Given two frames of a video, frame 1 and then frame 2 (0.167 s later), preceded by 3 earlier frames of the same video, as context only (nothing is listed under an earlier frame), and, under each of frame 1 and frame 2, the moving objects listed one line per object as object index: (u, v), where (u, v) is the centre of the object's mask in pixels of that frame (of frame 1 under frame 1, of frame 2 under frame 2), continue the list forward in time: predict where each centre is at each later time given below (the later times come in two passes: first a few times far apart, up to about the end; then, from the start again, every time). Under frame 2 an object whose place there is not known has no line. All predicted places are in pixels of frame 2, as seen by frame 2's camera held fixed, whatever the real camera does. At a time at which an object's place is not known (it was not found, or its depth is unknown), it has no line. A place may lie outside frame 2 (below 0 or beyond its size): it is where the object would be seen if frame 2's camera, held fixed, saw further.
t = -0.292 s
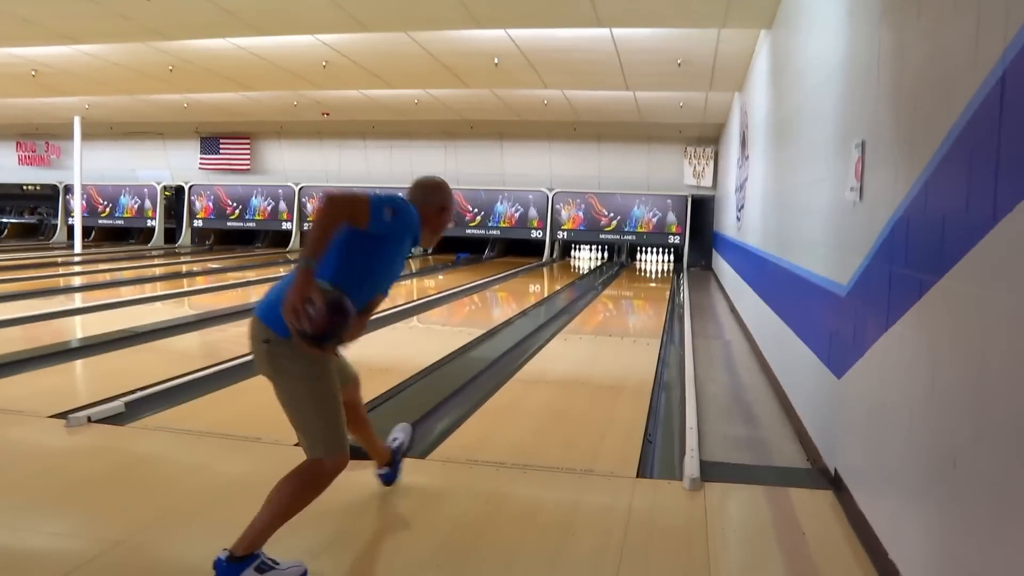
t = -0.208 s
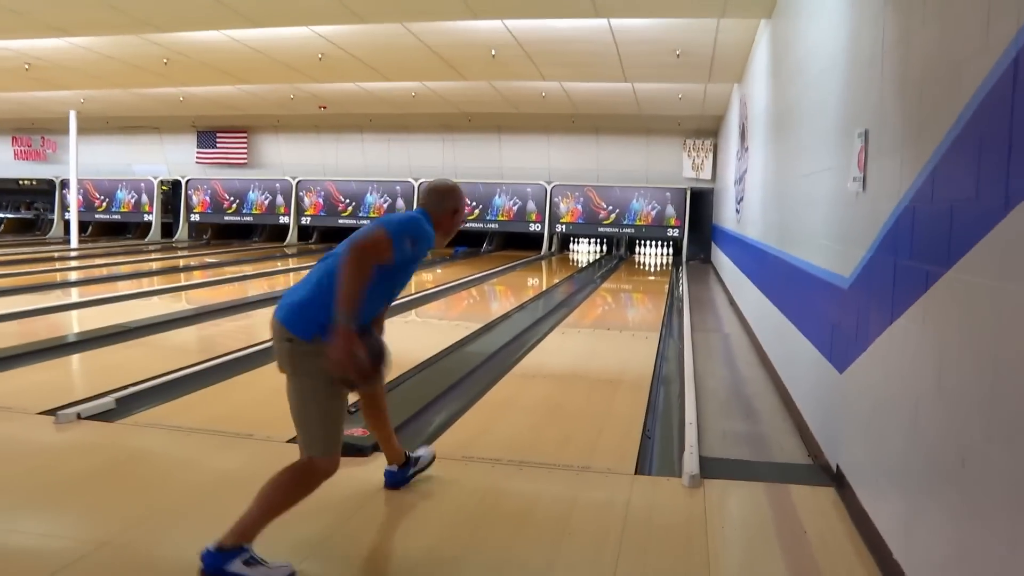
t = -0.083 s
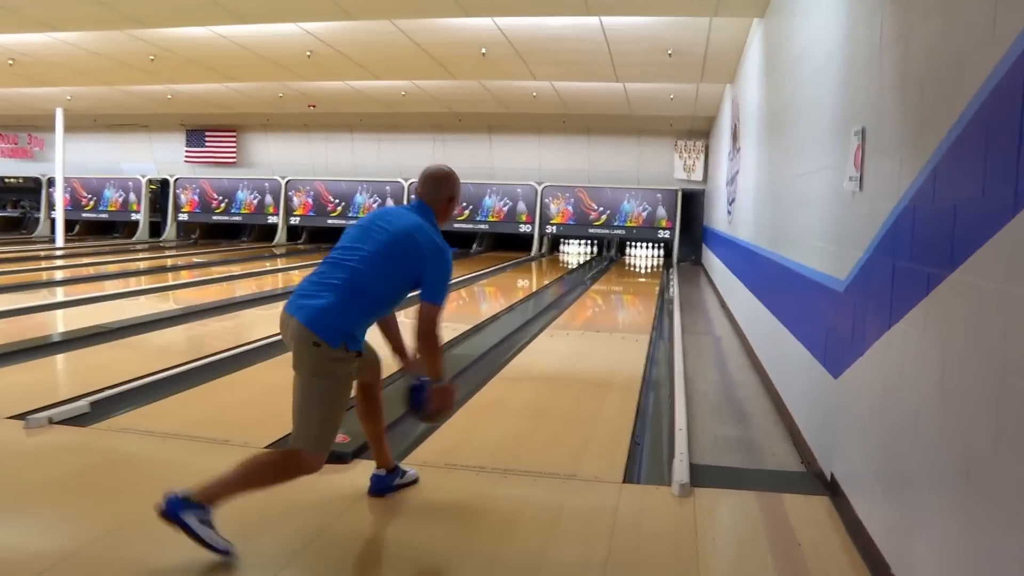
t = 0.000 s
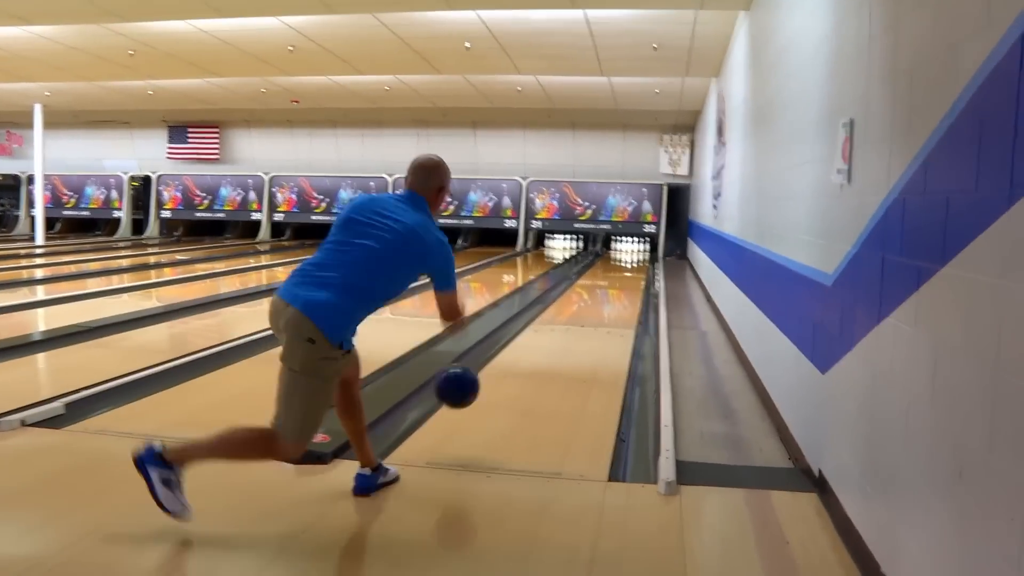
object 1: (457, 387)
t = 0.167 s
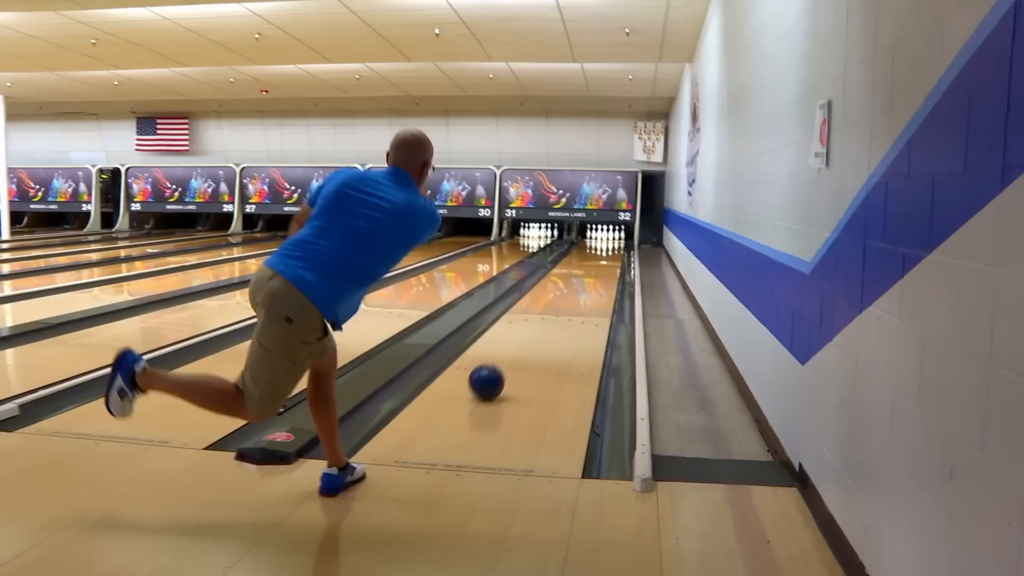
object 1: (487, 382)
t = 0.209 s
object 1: (497, 371)
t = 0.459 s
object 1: (546, 328)
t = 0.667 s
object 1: (572, 306)
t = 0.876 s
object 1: (591, 290)
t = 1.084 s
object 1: (603, 278)
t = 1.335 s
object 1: (612, 267)
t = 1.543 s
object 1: (616, 260)
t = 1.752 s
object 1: (619, 254)
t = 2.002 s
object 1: (621, 249)
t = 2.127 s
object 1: (621, 247)
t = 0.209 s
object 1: (497, 371)
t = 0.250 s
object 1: (508, 363)
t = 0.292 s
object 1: (517, 354)
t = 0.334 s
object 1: (525, 347)
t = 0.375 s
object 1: (533, 340)
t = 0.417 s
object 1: (540, 334)
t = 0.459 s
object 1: (546, 328)
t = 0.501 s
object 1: (552, 324)
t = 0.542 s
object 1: (558, 319)
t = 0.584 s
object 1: (563, 314)
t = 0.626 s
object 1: (568, 310)
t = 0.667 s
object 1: (572, 306)
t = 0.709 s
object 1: (577, 302)
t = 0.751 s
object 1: (580, 299)
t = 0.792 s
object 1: (584, 295)
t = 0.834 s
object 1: (588, 292)
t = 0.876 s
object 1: (591, 290)
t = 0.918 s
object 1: (594, 287)
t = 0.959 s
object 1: (597, 285)
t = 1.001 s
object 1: (599, 282)
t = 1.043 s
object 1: (601, 280)
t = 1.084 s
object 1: (603, 278)
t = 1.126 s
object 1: (605, 276)
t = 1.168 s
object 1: (607, 274)
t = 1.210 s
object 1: (609, 272)
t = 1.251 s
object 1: (610, 270)
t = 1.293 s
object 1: (611, 268)
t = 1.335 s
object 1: (612, 267)
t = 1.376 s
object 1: (613, 265)
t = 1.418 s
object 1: (614, 264)
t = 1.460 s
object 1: (615, 262)
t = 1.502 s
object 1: (615, 261)
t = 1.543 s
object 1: (616, 260)
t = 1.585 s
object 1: (616, 259)
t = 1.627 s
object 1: (617, 257)
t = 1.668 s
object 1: (618, 256)
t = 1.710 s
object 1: (618, 255)
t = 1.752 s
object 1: (619, 254)
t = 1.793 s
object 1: (619, 253)
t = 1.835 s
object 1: (620, 252)
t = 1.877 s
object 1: (620, 252)
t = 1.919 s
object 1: (620, 250)
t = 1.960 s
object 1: (620, 250)
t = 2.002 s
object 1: (621, 249)
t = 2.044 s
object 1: (621, 248)
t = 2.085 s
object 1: (621, 248)
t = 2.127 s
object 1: (621, 247)
